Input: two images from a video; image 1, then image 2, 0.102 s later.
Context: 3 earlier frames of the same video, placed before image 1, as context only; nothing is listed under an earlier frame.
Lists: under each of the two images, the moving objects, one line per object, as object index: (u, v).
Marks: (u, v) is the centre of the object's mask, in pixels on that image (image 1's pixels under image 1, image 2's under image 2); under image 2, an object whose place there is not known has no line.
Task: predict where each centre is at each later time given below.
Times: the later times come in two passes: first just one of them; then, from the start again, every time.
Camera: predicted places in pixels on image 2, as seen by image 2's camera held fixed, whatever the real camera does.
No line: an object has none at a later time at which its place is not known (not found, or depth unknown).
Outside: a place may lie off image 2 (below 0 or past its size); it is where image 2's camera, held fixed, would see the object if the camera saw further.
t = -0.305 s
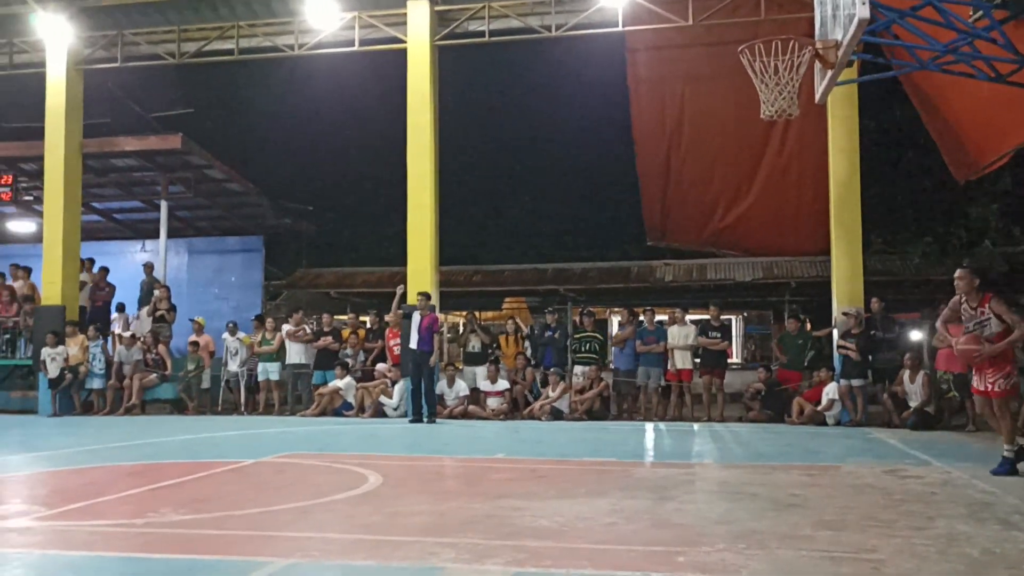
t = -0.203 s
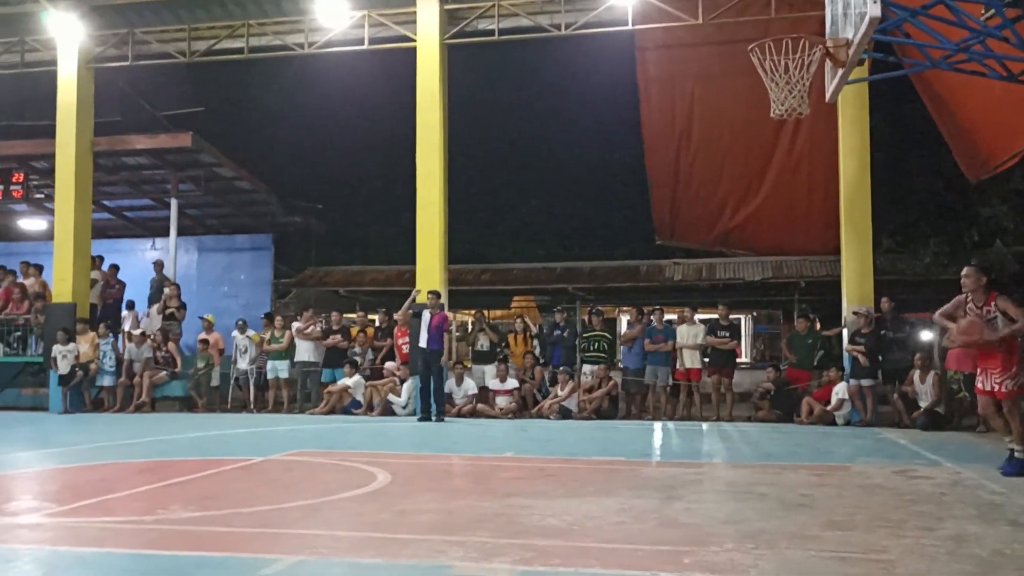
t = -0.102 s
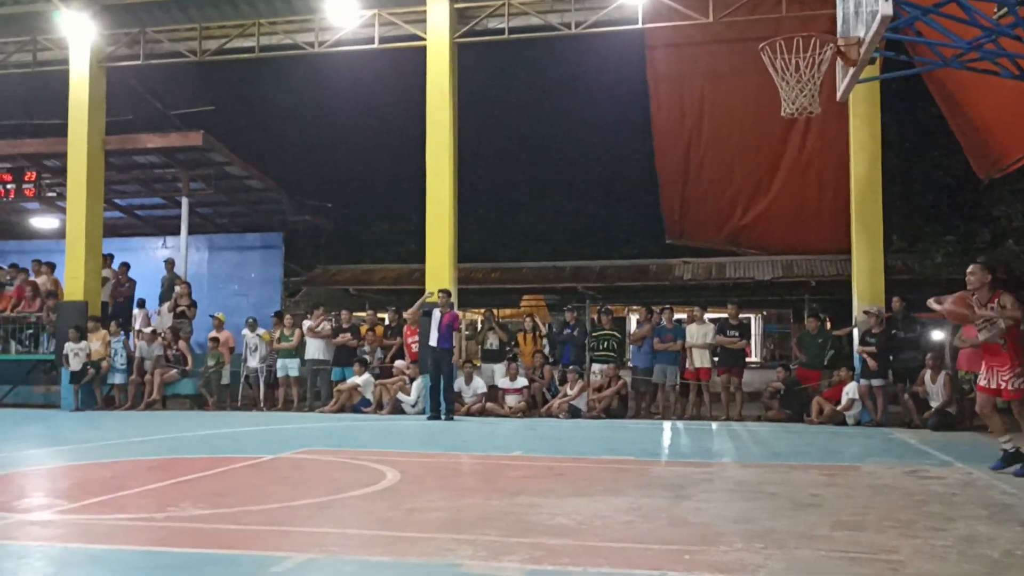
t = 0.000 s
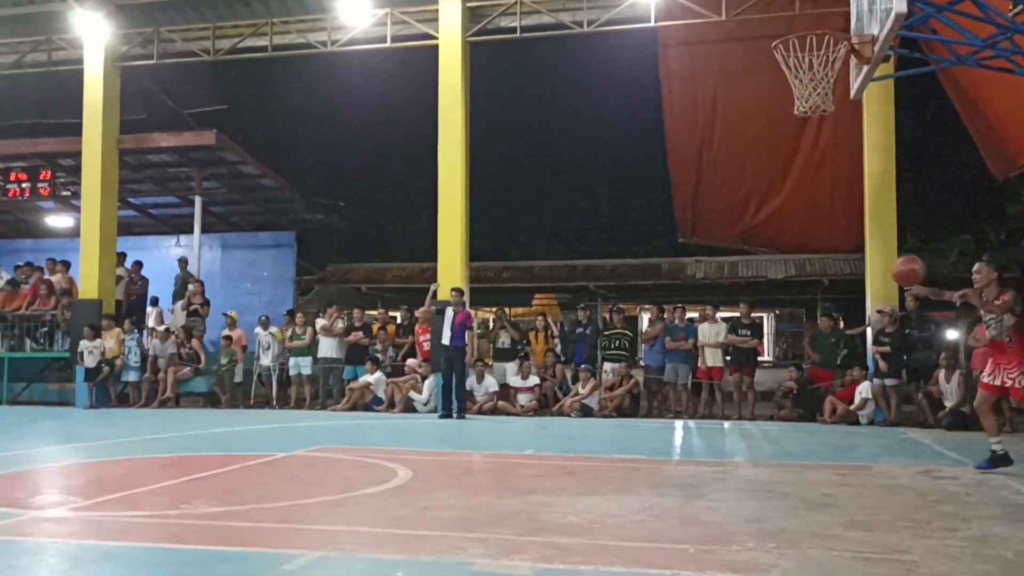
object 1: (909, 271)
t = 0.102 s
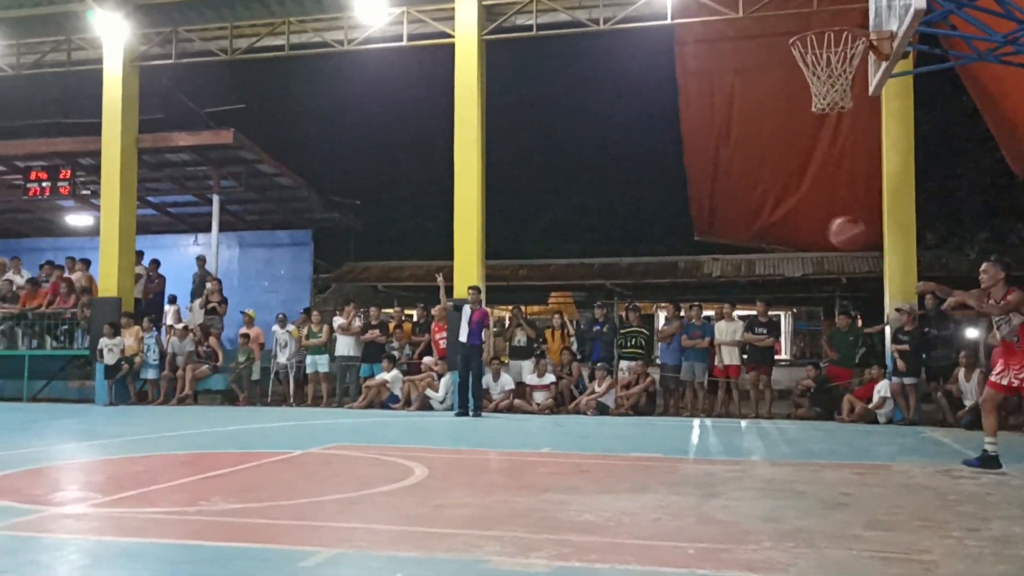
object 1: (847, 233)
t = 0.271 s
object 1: (706, 198)
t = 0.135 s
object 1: (819, 223)
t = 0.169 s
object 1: (791, 214)
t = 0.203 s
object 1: (764, 207)
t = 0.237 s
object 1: (737, 203)
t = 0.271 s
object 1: (706, 198)
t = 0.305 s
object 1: (675, 195)
